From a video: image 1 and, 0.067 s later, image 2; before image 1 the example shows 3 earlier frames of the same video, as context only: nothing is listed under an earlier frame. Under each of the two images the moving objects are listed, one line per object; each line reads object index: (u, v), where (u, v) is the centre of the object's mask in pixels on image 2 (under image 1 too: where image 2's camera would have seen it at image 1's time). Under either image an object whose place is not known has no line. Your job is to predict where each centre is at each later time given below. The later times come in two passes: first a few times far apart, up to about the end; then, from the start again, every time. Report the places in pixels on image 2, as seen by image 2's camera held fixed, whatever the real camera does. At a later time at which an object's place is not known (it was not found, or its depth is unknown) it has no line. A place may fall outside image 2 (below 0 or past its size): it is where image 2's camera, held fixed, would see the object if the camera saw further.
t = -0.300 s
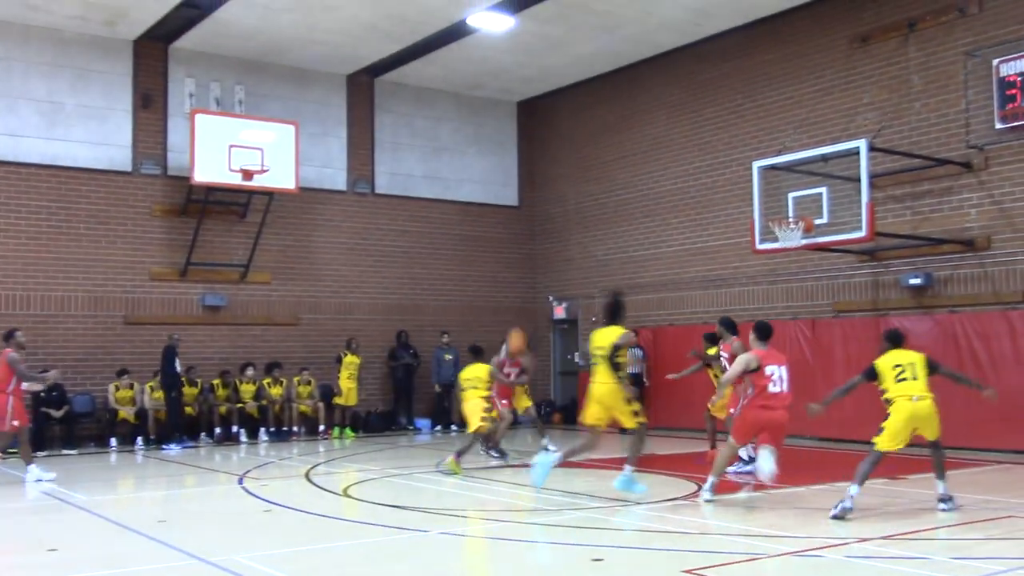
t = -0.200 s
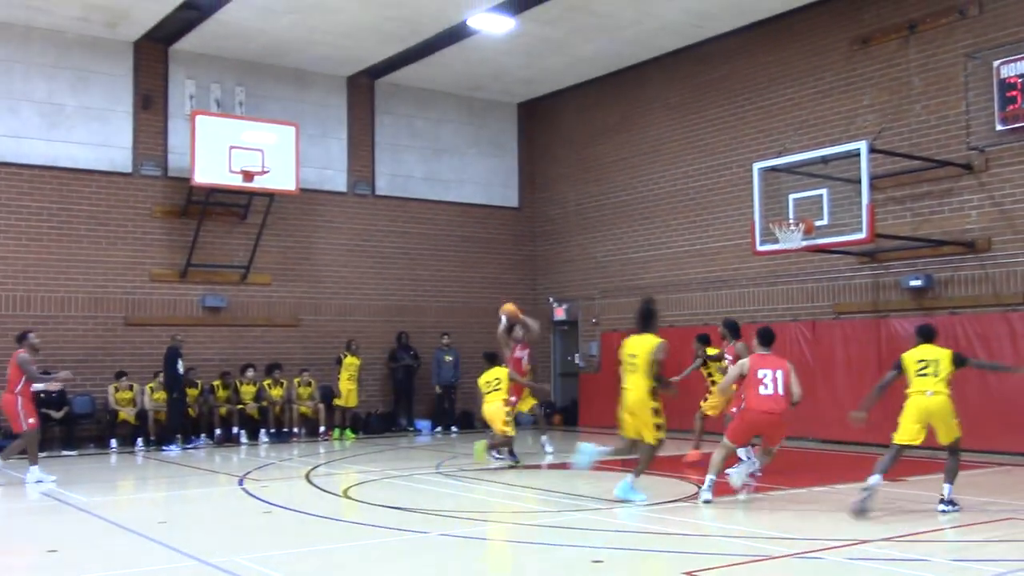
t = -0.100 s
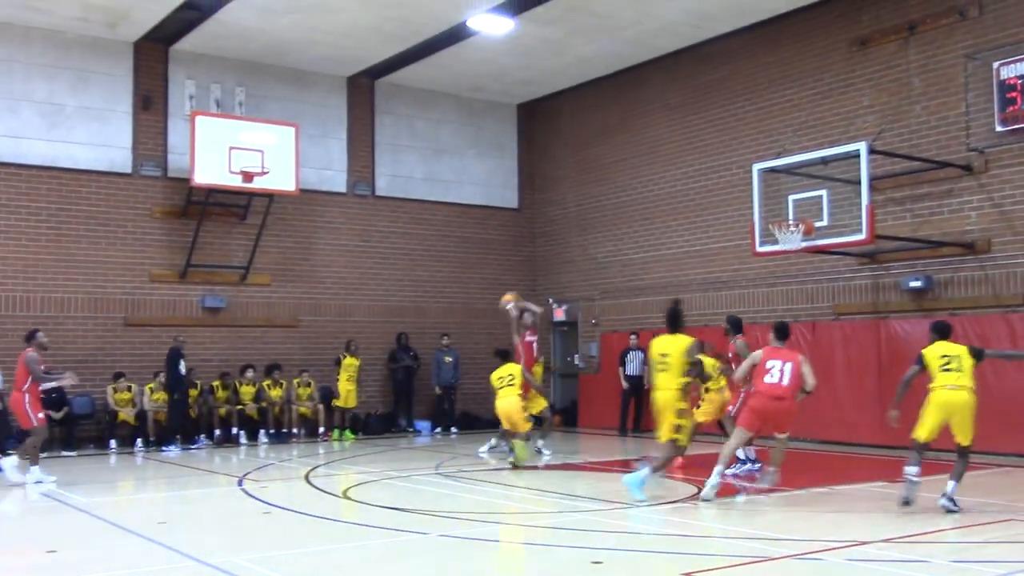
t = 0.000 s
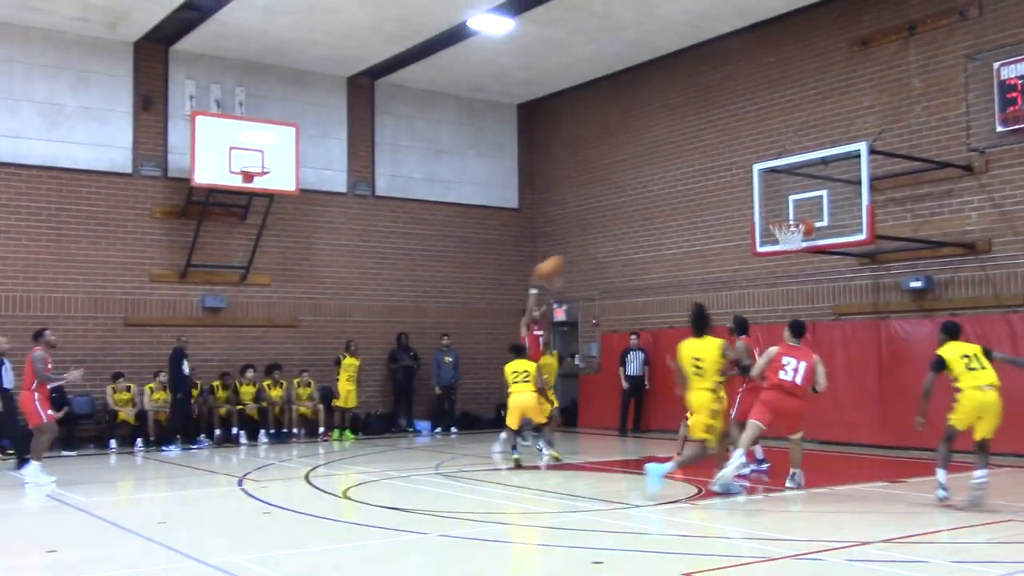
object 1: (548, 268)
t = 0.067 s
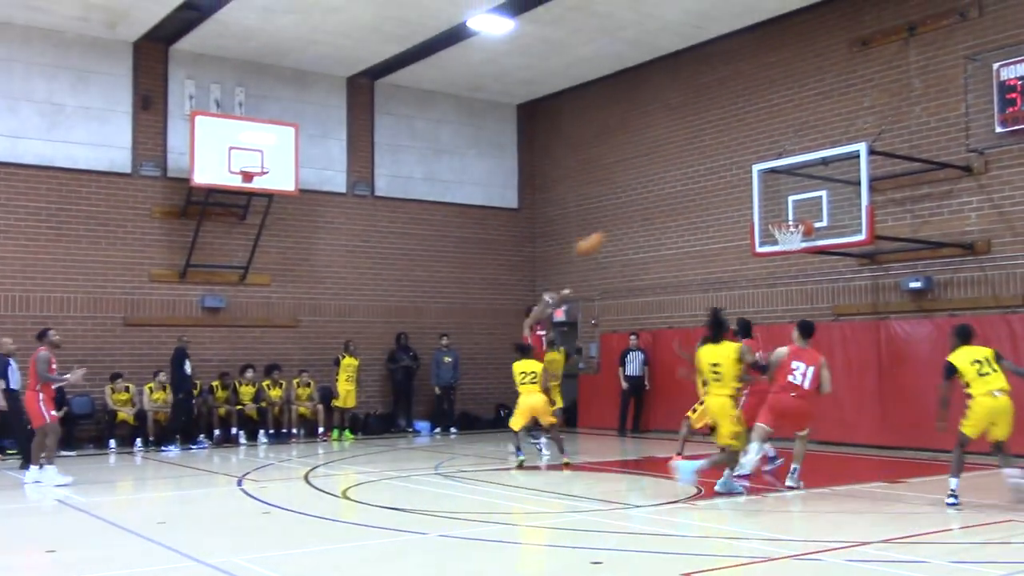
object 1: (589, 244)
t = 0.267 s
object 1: (734, 188)
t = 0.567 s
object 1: (1019, 159)
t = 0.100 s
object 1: (613, 233)
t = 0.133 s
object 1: (636, 222)
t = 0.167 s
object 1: (660, 213)
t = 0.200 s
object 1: (684, 204)
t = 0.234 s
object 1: (710, 196)
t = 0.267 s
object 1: (734, 188)
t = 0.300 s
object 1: (762, 182)
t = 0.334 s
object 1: (791, 177)
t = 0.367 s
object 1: (819, 171)
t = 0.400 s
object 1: (846, 168)
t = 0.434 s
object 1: (882, 165)
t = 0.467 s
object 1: (915, 162)
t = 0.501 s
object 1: (948, 160)
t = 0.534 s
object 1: (982, 160)
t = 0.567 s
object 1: (1019, 159)
